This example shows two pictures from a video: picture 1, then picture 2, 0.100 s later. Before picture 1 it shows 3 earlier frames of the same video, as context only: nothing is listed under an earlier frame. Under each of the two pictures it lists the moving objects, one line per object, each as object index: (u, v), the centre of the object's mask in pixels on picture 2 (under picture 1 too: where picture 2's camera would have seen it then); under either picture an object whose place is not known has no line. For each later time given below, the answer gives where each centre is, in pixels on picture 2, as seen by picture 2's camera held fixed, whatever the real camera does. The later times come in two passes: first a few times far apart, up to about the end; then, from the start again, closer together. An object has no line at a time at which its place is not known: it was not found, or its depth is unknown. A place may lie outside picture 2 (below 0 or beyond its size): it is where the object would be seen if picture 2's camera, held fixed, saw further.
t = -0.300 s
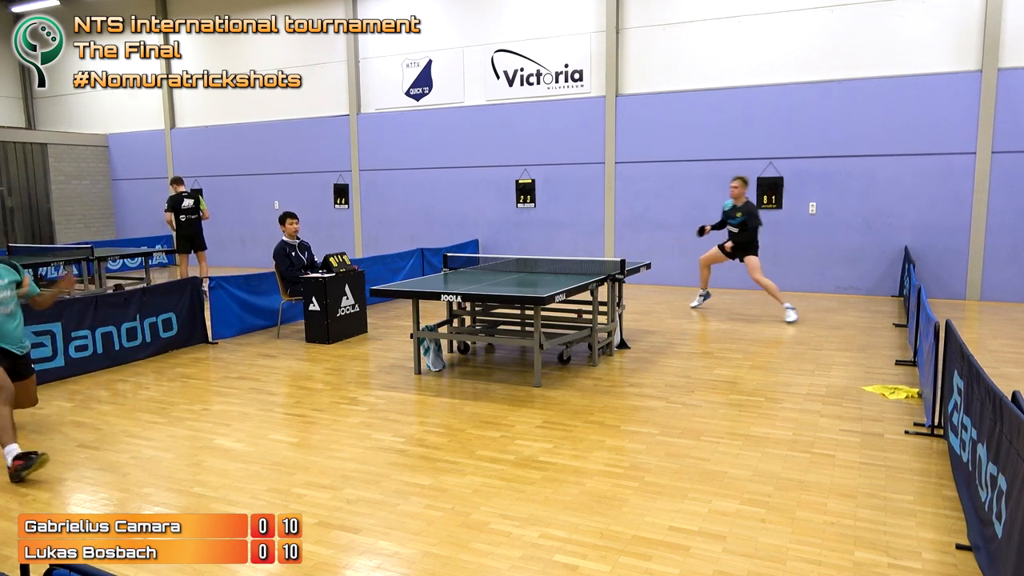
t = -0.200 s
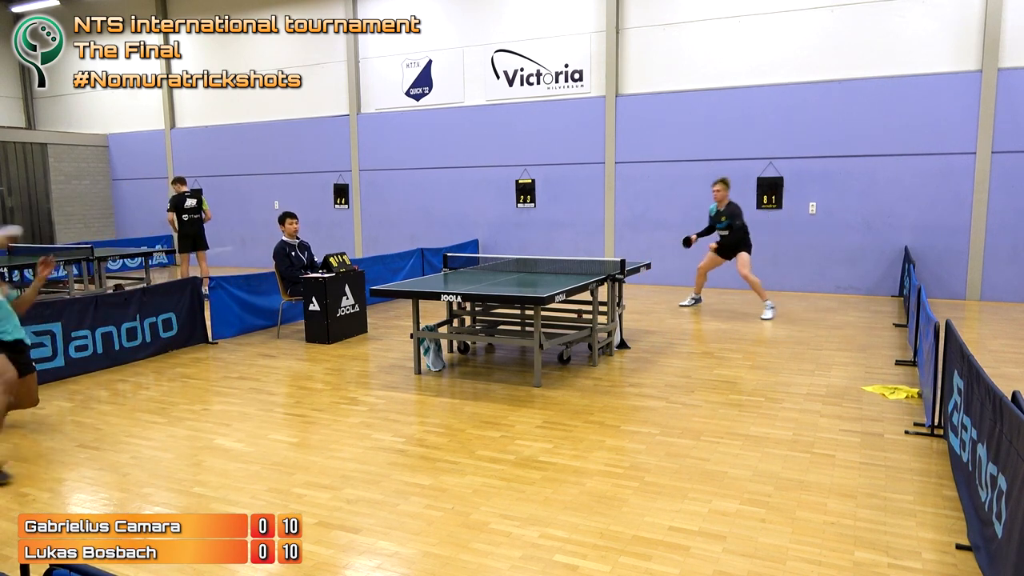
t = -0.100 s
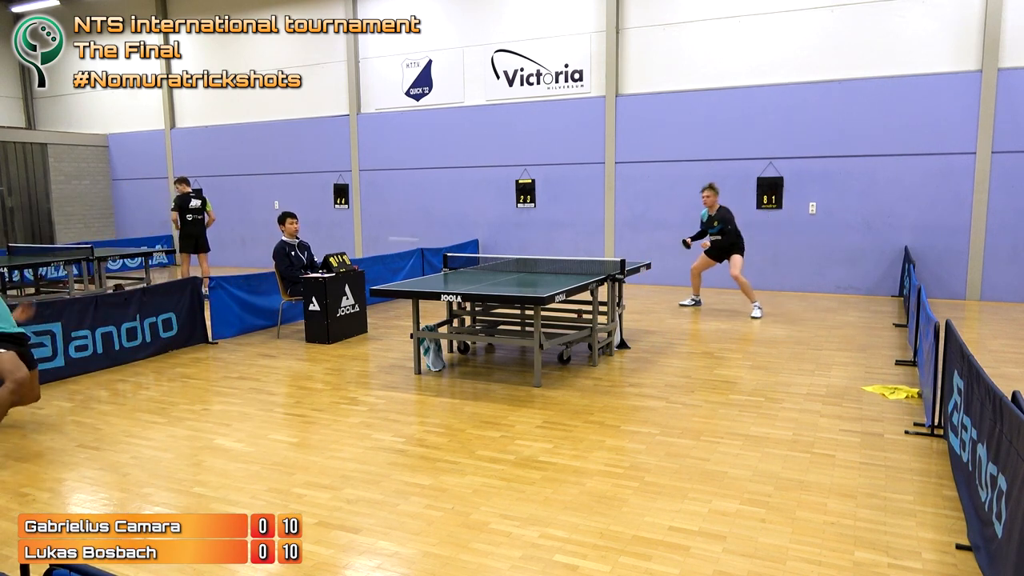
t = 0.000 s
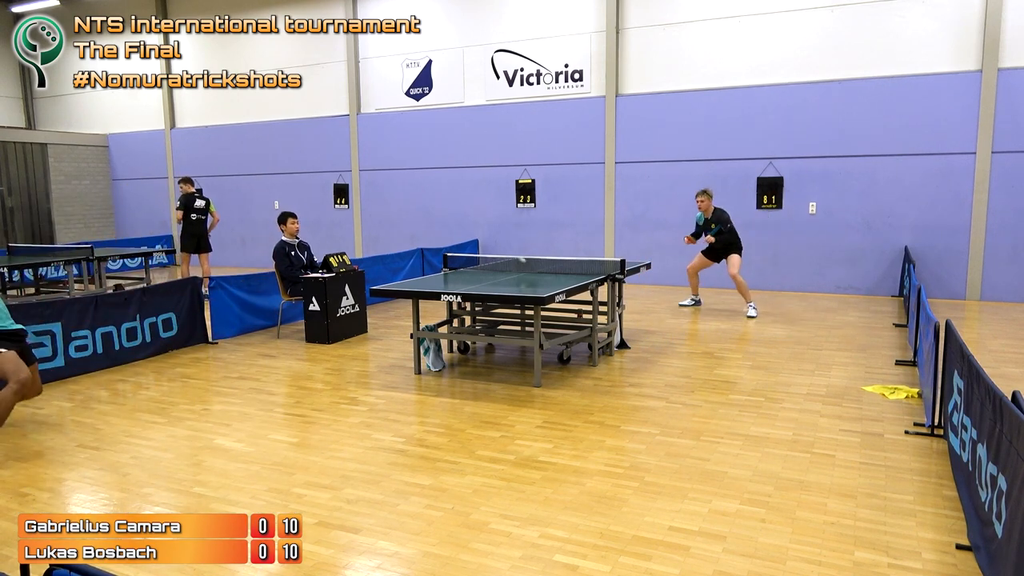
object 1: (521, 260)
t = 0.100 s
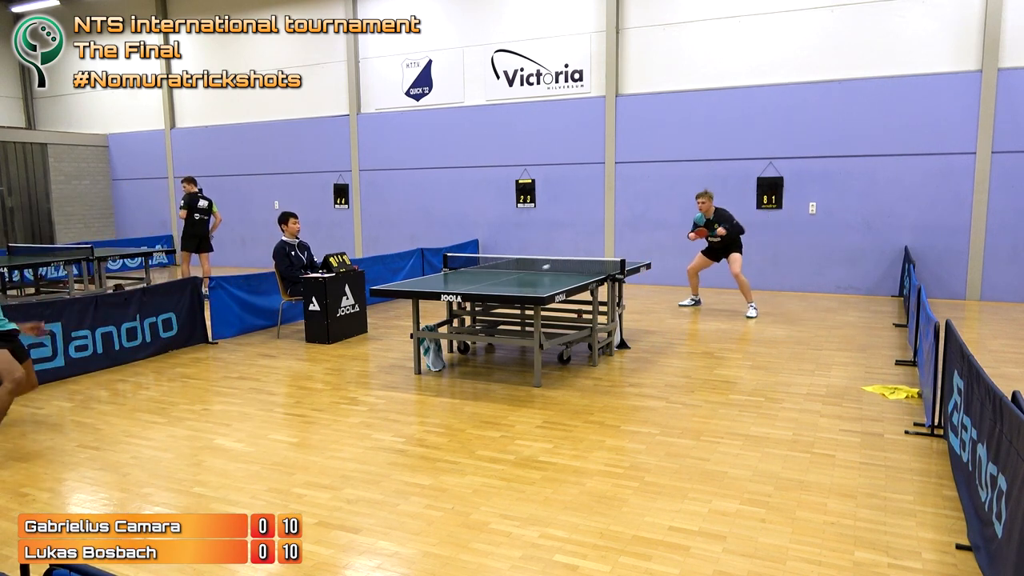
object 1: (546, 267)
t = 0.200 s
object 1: (570, 261)
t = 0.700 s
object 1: (641, 360)
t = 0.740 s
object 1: (644, 378)
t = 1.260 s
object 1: (761, 362)
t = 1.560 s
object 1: (846, 358)
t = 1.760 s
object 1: (904, 367)
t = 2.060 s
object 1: (920, 374)
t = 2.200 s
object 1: (919, 380)
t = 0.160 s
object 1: (560, 262)
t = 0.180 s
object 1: (565, 261)
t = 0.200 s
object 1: (570, 261)
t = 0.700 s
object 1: (641, 360)
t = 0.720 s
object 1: (642, 369)
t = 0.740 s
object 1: (644, 378)
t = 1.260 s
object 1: (761, 362)
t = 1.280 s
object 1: (766, 368)
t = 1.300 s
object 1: (769, 374)
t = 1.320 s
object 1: (774, 382)
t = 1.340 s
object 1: (778, 390)
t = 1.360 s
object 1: (782, 398)
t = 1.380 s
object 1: (788, 400)
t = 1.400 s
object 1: (795, 392)
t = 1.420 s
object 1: (802, 386)
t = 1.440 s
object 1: (808, 380)
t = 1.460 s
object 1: (815, 374)
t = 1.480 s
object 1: (821, 370)
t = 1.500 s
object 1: (828, 366)
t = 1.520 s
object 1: (834, 362)
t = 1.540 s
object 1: (840, 360)
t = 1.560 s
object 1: (846, 358)
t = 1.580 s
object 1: (852, 356)
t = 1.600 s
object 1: (859, 355)
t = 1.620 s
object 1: (864, 355)
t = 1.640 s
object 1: (871, 354)
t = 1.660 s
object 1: (876, 355)
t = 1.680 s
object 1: (881, 356)
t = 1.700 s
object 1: (887, 358)
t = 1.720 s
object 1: (893, 361)
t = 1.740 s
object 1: (898, 363)
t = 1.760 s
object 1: (904, 367)
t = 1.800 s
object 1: (914, 375)
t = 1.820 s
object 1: (918, 381)
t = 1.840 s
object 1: (921, 386)
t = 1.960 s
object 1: (918, 387)
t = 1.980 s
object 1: (918, 384)
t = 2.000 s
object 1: (919, 382)
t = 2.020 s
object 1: (919, 378)
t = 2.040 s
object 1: (919, 376)
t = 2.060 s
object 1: (920, 374)
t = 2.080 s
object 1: (921, 374)
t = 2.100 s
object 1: (921, 373)
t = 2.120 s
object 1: (921, 373)
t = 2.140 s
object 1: (920, 374)
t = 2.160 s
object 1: (920, 375)
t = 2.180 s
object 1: (919, 376)
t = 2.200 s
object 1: (919, 380)
